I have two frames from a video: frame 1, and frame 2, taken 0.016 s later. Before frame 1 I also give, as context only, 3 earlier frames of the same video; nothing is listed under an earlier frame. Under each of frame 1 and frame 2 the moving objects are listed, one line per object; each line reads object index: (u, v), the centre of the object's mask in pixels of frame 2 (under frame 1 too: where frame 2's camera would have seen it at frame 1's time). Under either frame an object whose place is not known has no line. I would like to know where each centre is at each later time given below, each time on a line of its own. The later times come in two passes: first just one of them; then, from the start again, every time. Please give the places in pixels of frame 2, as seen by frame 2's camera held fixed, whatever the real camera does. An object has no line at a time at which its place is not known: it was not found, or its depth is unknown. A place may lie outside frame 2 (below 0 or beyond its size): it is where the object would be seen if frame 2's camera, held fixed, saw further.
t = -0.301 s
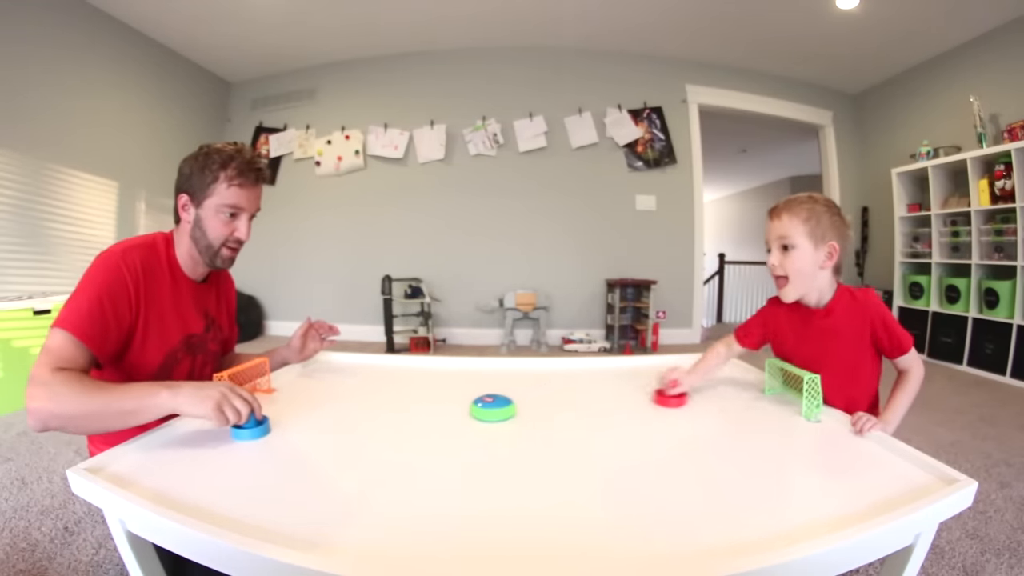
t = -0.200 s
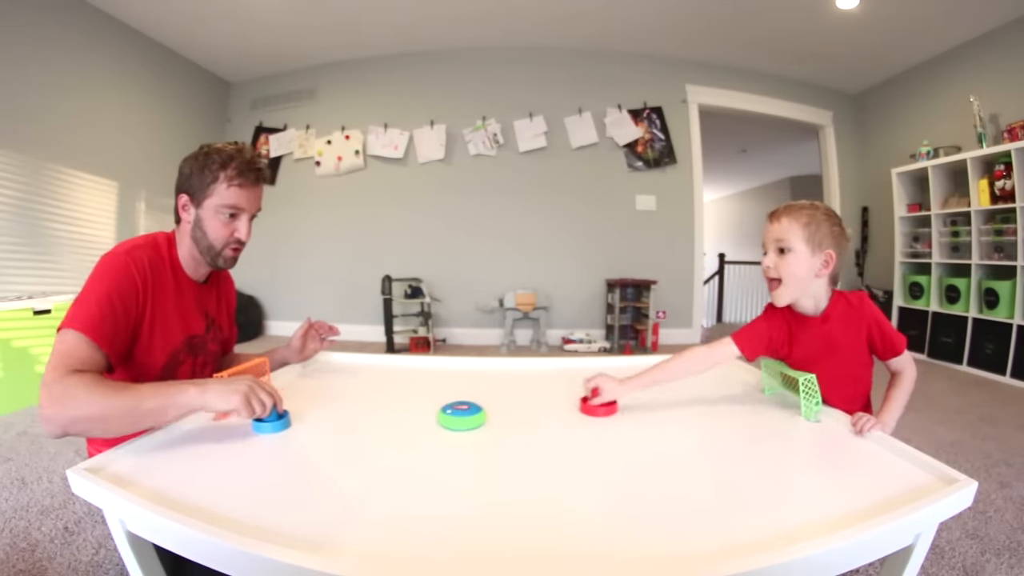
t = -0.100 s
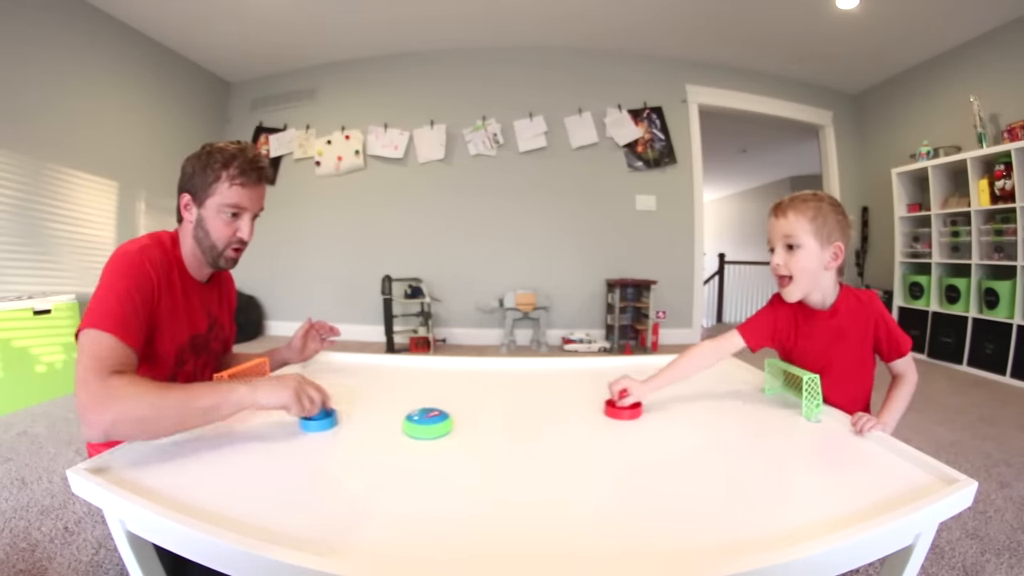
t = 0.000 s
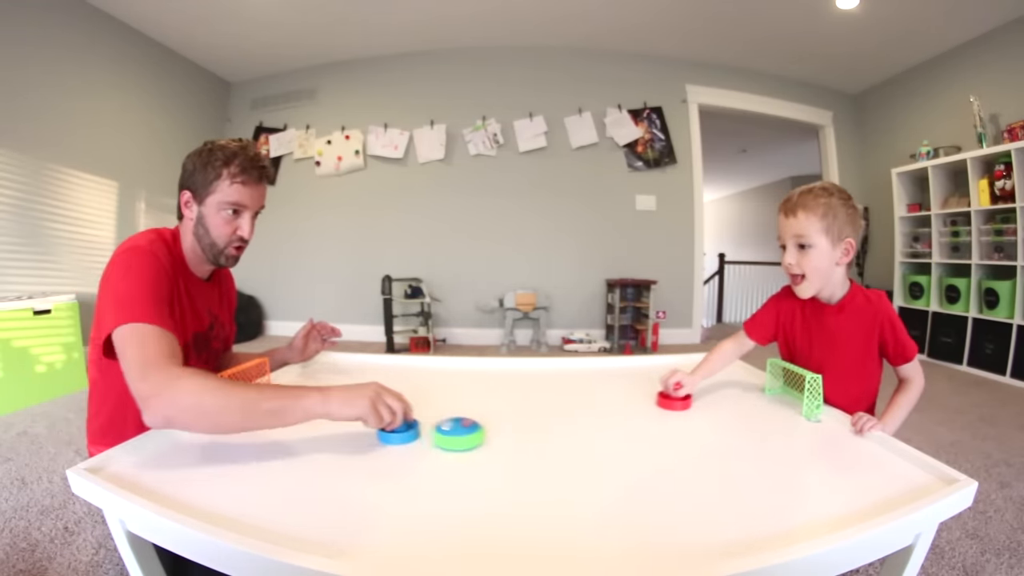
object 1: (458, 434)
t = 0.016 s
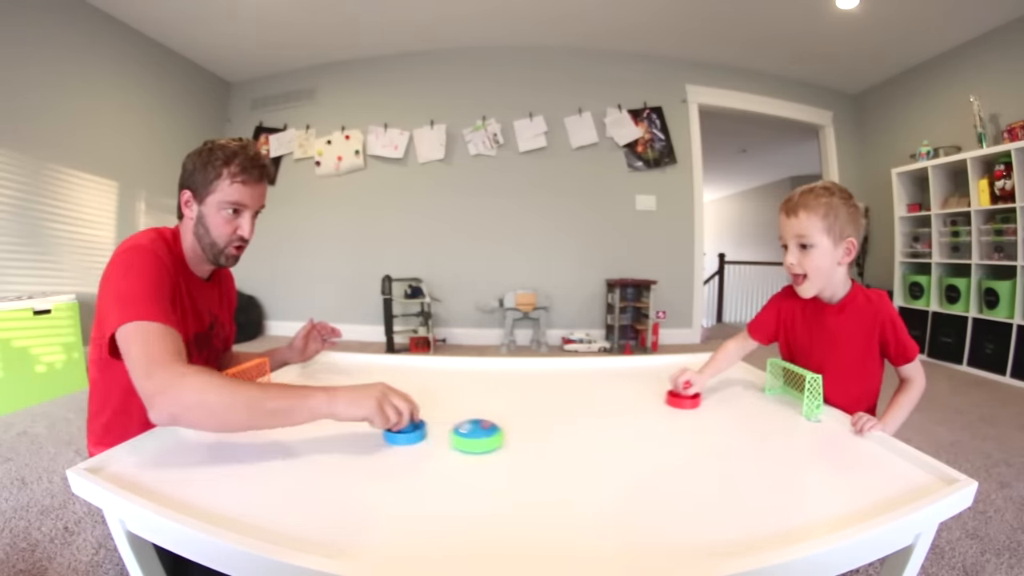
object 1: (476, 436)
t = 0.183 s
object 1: (672, 446)
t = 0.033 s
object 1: (495, 438)
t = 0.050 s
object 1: (514, 440)
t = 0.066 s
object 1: (533, 442)
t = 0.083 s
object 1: (553, 443)
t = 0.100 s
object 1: (573, 444)
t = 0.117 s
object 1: (593, 445)
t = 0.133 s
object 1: (613, 446)
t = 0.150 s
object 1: (633, 446)
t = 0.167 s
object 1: (652, 446)
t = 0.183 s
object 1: (672, 446)
